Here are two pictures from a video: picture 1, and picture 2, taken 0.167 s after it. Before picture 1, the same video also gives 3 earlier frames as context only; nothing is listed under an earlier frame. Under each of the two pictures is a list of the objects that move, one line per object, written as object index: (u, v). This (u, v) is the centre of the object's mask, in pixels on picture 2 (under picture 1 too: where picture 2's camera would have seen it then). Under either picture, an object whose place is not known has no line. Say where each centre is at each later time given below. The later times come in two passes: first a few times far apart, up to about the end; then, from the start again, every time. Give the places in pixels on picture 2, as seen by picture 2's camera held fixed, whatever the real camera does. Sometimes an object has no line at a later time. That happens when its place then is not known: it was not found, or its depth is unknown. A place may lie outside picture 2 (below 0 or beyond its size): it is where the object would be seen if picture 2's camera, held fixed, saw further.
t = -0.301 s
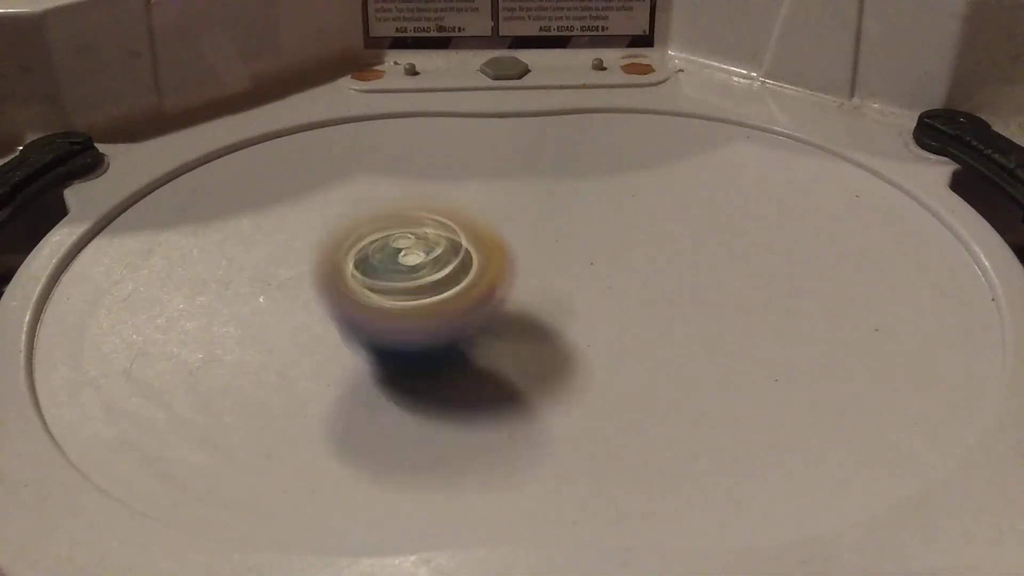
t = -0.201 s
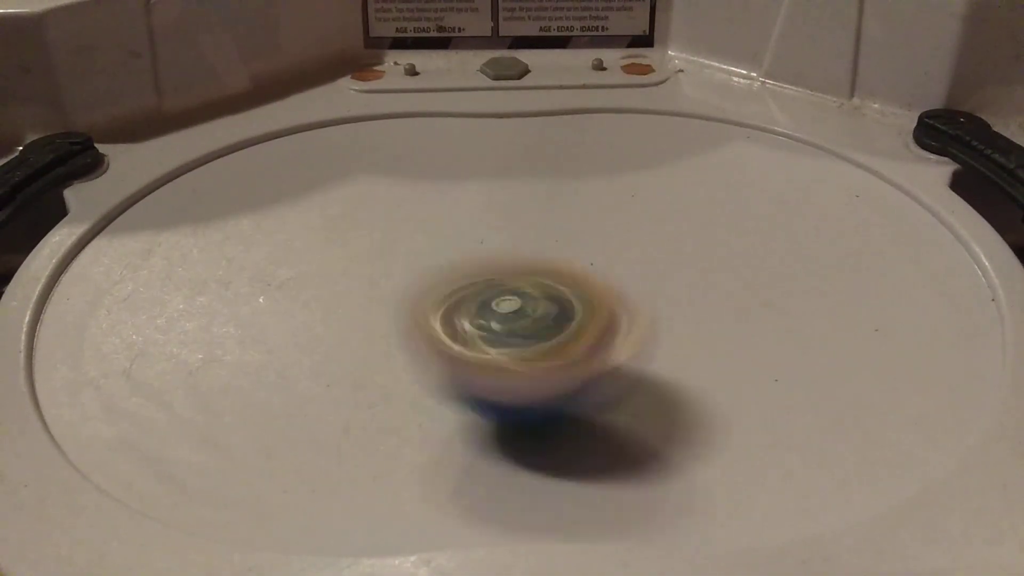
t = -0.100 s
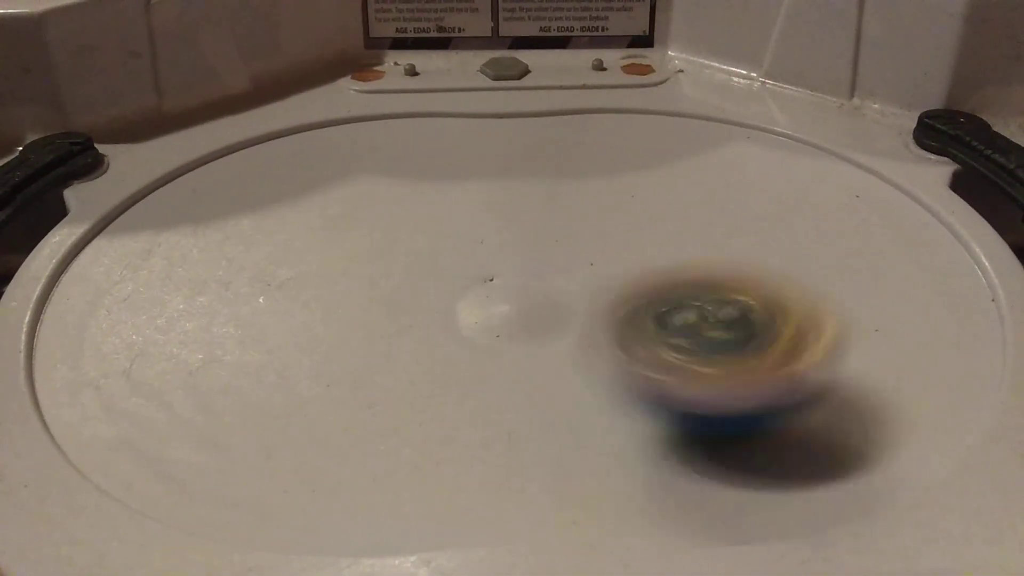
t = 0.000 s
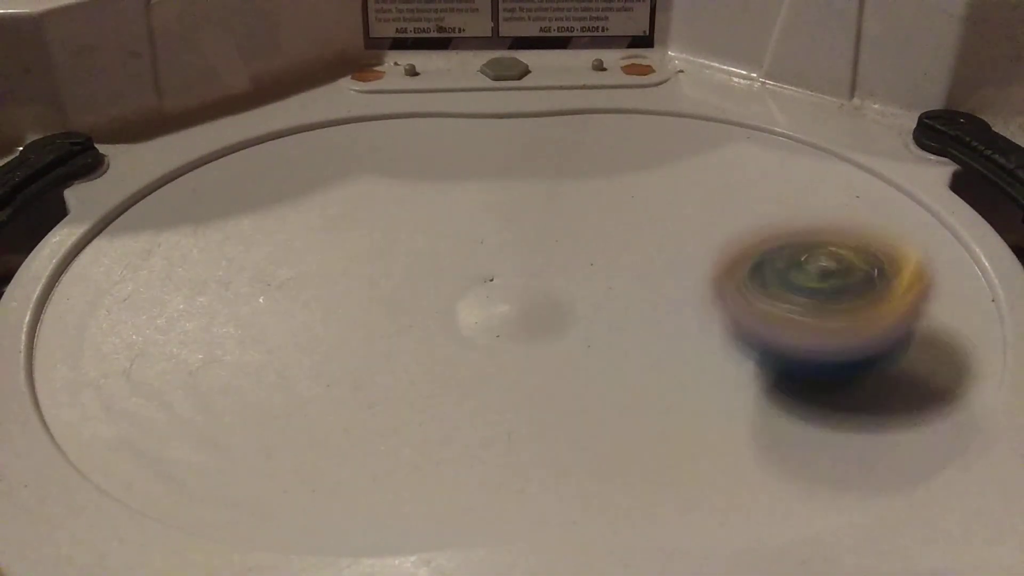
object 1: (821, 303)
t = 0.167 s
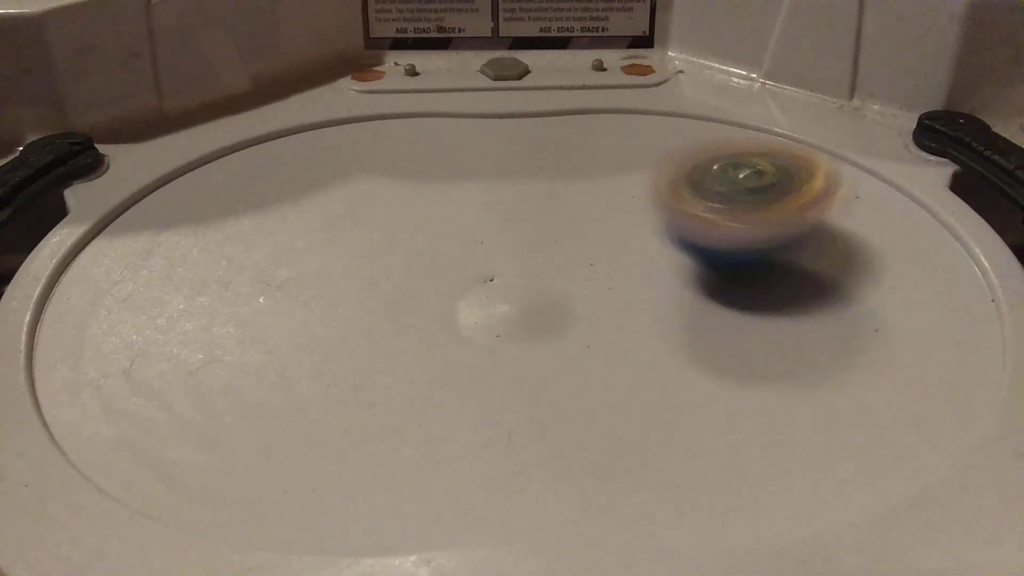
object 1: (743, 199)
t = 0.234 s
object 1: (665, 187)
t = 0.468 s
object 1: (421, 245)
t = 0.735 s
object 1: (521, 290)
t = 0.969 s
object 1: (555, 272)
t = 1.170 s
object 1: (597, 237)
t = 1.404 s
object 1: (523, 201)
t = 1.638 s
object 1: (524, 218)
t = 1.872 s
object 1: (596, 226)
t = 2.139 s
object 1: (595, 234)
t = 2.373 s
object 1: (622, 240)
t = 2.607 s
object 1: (577, 244)
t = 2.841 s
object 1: (576, 240)
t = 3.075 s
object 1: (579, 244)
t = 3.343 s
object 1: (576, 235)
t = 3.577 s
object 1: (547, 216)
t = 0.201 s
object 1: (710, 191)
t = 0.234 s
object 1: (665, 187)
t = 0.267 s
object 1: (631, 183)
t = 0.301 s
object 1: (591, 187)
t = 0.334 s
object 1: (550, 193)
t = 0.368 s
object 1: (512, 202)
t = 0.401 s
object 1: (471, 216)
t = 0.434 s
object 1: (442, 230)
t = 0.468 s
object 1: (421, 245)
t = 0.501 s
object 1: (411, 260)
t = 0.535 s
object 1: (413, 272)
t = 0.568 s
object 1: (425, 281)
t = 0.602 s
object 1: (442, 287)
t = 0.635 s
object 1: (463, 290)
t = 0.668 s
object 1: (484, 289)
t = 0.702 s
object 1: (502, 291)
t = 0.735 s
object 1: (521, 290)
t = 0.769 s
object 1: (537, 287)
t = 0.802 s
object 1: (552, 286)
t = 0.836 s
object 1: (562, 286)
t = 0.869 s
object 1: (569, 286)
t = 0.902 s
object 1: (567, 284)
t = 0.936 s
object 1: (560, 279)
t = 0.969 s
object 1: (555, 272)
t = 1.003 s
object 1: (557, 259)
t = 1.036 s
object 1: (561, 252)
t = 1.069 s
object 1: (569, 248)
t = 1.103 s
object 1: (580, 245)
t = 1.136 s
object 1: (592, 239)
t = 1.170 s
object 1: (597, 237)
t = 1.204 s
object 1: (590, 237)
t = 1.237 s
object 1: (576, 236)
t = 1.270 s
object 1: (563, 231)
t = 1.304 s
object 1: (552, 223)
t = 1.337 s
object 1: (540, 214)
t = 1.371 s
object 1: (530, 207)
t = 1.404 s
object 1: (523, 201)
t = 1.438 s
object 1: (520, 198)
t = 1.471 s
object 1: (522, 195)
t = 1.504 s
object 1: (529, 196)
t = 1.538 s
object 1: (534, 200)
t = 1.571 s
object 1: (535, 208)
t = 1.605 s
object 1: (528, 215)
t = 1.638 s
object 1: (524, 218)
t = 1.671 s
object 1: (521, 220)
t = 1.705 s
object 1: (524, 217)
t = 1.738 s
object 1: (535, 215)
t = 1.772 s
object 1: (551, 213)
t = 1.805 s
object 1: (569, 213)
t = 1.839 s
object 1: (586, 219)
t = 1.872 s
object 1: (596, 226)
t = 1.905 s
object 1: (596, 233)
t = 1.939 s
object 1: (588, 238)
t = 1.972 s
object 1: (578, 239)
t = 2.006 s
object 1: (566, 237)
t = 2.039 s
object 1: (561, 235)
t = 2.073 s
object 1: (565, 233)
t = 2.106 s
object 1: (579, 232)
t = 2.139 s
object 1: (595, 234)
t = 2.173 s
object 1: (607, 234)
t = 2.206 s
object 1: (617, 235)
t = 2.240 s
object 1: (623, 235)
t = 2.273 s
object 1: (626, 236)
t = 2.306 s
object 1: (627, 237)
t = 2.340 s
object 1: (626, 238)
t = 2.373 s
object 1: (622, 240)
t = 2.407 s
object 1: (617, 241)
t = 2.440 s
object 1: (611, 242)
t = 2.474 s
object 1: (604, 244)
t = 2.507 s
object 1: (597, 244)
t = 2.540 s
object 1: (590, 244)
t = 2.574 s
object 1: (583, 244)
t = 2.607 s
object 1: (577, 244)
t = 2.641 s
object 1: (573, 244)
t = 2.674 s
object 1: (570, 243)
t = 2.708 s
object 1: (571, 242)
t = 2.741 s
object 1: (573, 241)
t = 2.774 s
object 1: (575, 241)
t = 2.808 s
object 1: (576, 241)
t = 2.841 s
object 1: (576, 240)
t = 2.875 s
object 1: (576, 242)
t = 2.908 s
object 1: (576, 241)
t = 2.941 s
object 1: (578, 242)
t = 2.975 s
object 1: (579, 243)
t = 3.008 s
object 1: (579, 243)
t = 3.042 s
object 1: (579, 244)
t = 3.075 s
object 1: (579, 244)
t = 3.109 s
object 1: (579, 244)
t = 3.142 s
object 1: (579, 243)
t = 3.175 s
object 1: (578, 243)
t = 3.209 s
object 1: (579, 242)
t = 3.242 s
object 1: (579, 241)
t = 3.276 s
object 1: (577, 239)
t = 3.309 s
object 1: (576, 236)
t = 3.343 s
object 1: (576, 235)
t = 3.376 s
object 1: (577, 233)
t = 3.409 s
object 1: (574, 229)
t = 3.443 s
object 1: (571, 226)
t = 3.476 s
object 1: (566, 222)
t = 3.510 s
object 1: (560, 219)
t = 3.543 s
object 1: (554, 218)
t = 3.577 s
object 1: (547, 216)
